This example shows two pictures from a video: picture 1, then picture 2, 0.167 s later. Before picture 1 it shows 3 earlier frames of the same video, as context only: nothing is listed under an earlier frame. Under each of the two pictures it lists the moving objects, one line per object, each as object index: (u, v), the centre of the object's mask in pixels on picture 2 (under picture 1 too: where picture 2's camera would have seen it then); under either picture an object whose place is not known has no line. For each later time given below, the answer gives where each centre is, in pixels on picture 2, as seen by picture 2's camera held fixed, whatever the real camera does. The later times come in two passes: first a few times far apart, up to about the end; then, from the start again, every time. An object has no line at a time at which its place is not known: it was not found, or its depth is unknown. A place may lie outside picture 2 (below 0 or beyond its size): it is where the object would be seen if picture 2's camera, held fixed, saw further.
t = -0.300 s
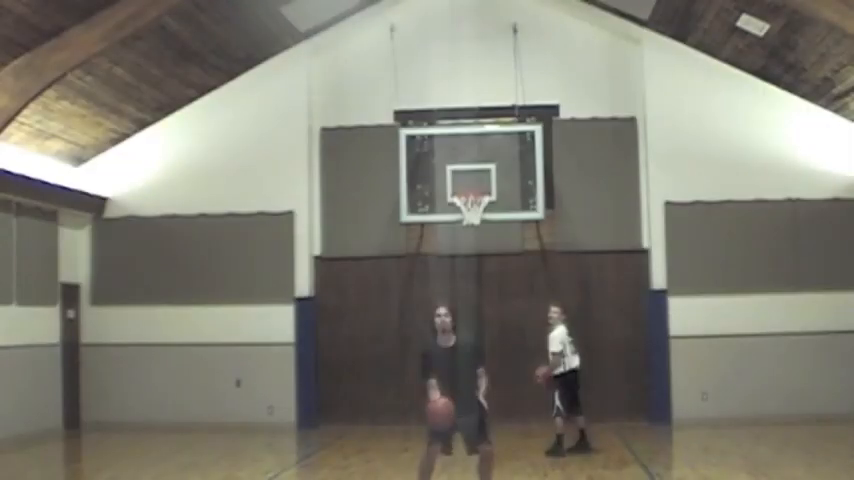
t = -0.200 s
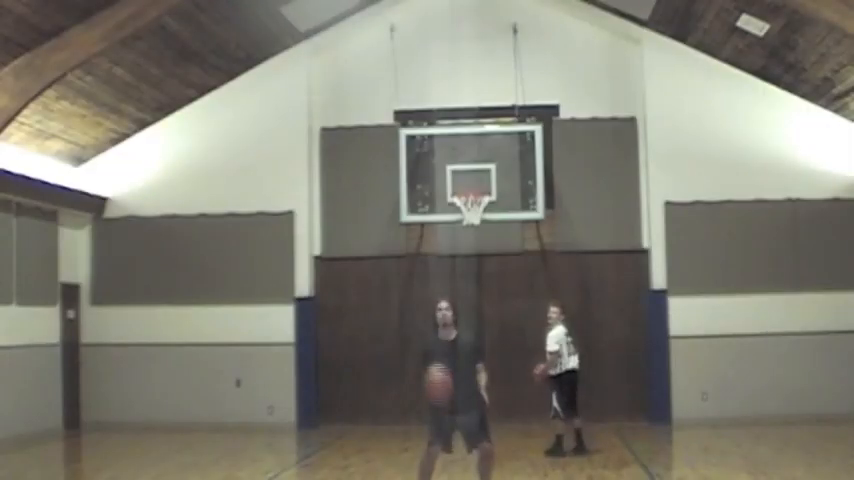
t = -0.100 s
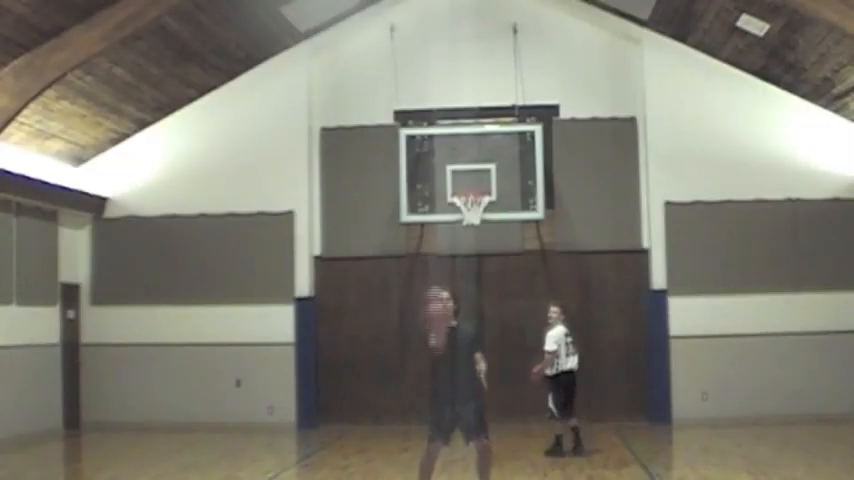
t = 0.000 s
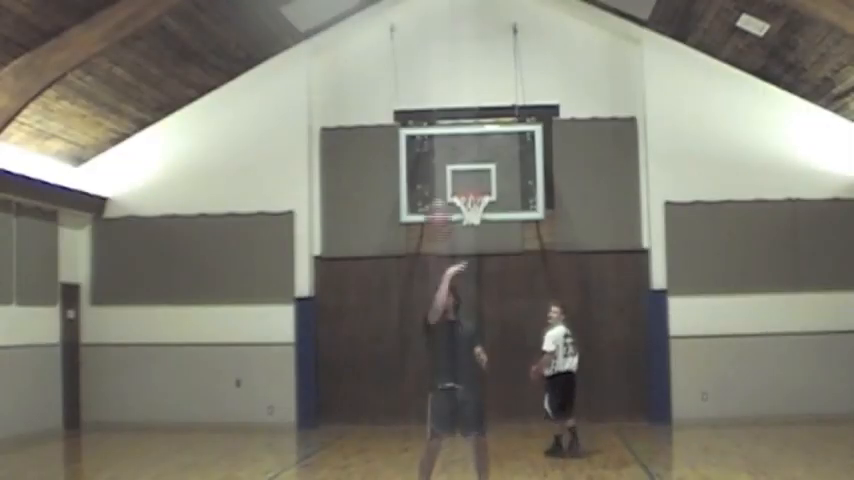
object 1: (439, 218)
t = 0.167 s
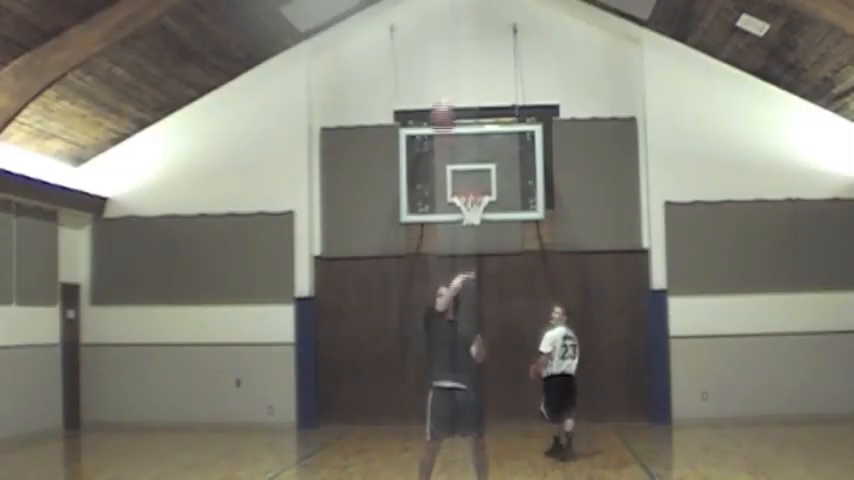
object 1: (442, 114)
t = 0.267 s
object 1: (446, 74)
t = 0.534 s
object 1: (453, 28)
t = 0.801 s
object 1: (460, 50)
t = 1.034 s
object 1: (465, 113)
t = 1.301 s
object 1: (473, 214)
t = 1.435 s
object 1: (473, 219)
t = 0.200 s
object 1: (444, 98)
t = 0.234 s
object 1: (445, 87)
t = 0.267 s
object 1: (446, 74)
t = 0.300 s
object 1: (447, 64)
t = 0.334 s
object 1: (448, 55)
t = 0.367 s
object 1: (449, 47)
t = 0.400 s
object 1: (450, 41)
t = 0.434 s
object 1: (450, 36)
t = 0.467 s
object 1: (451, 32)
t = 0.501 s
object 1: (452, 30)
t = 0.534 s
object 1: (453, 28)
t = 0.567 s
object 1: (454, 28)
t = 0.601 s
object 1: (454, 28)
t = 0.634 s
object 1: (455, 29)
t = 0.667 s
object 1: (456, 32)
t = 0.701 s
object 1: (457, 35)
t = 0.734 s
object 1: (458, 40)
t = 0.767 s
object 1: (459, 45)
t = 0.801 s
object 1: (460, 50)
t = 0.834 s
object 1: (460, 58)
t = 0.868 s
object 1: (461, 66)
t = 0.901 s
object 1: (462, 74)
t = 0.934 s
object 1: (463, 82)
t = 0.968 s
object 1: (464, 94)
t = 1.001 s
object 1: (465, 102)
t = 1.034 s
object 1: (465, 113)
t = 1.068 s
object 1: (466, 123)
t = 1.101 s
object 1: (466, 138)
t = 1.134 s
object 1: (467, 149)
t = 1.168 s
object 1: (468, 163)
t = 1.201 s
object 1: (470, 180)
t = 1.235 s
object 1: (471, 196)
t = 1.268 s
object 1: (471, 198)
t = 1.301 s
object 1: (473, 214)
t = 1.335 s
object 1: (472, 214)
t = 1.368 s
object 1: (472, 215)
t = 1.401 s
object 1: (473, 216)
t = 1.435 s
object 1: (473, 219)
